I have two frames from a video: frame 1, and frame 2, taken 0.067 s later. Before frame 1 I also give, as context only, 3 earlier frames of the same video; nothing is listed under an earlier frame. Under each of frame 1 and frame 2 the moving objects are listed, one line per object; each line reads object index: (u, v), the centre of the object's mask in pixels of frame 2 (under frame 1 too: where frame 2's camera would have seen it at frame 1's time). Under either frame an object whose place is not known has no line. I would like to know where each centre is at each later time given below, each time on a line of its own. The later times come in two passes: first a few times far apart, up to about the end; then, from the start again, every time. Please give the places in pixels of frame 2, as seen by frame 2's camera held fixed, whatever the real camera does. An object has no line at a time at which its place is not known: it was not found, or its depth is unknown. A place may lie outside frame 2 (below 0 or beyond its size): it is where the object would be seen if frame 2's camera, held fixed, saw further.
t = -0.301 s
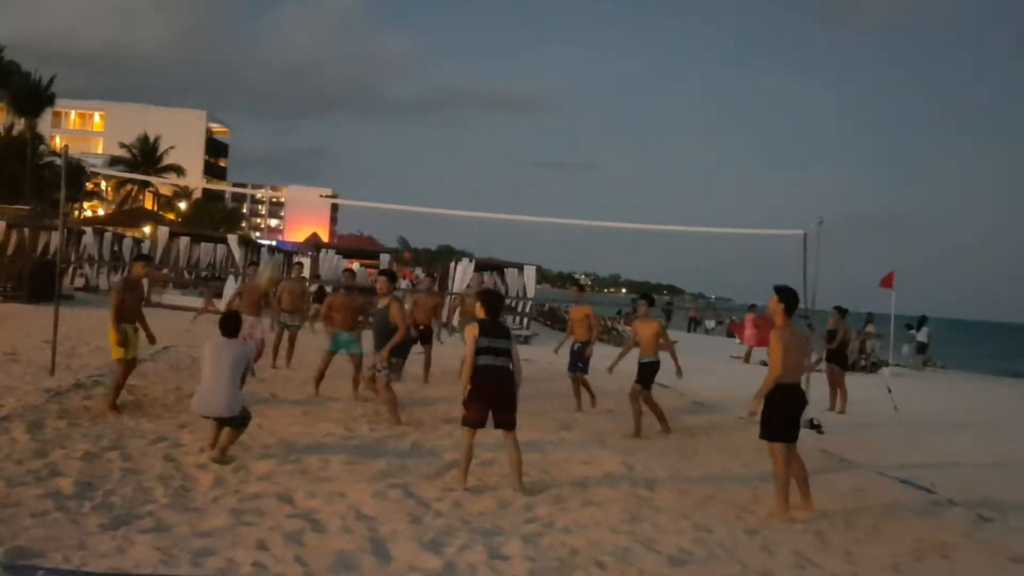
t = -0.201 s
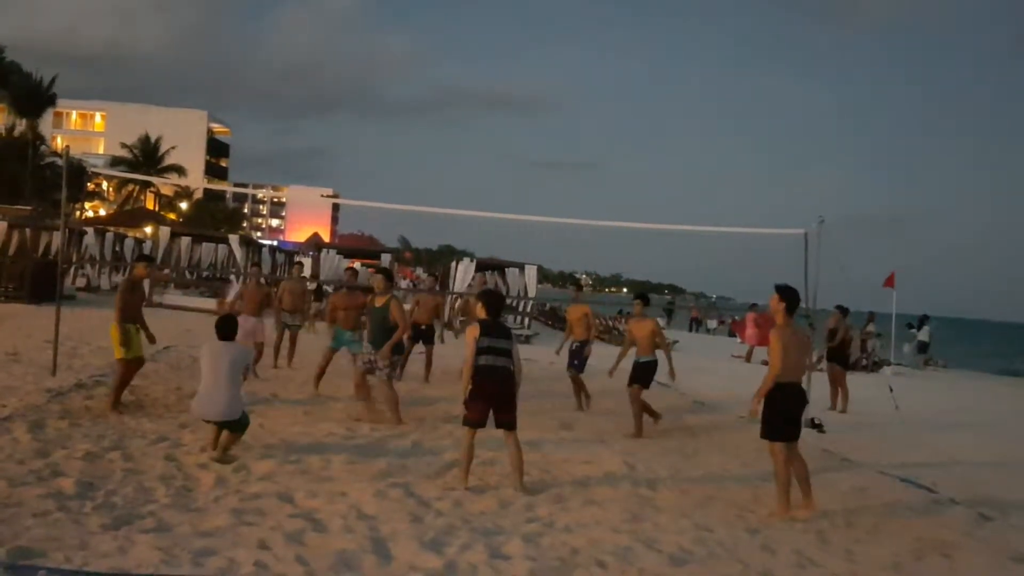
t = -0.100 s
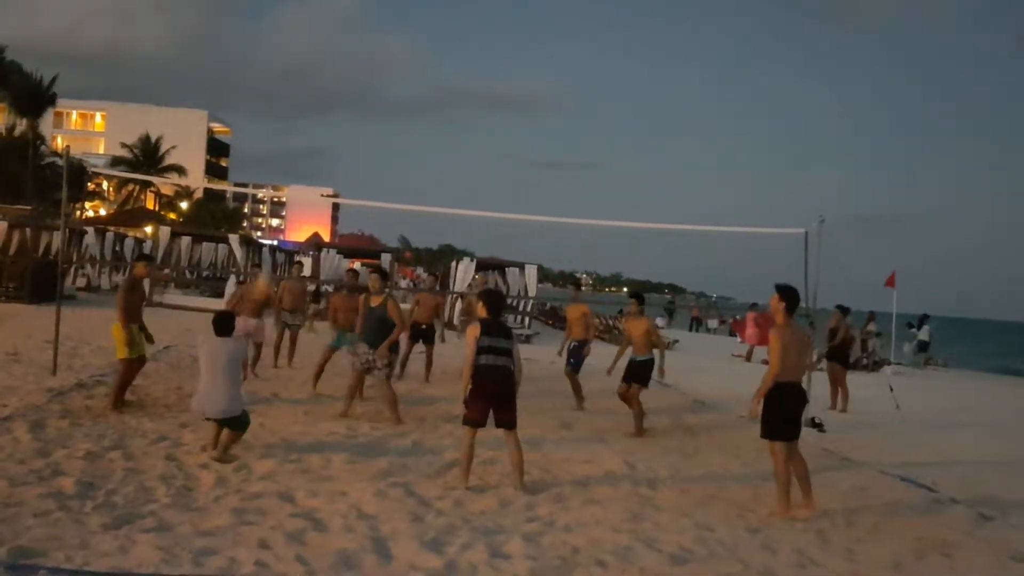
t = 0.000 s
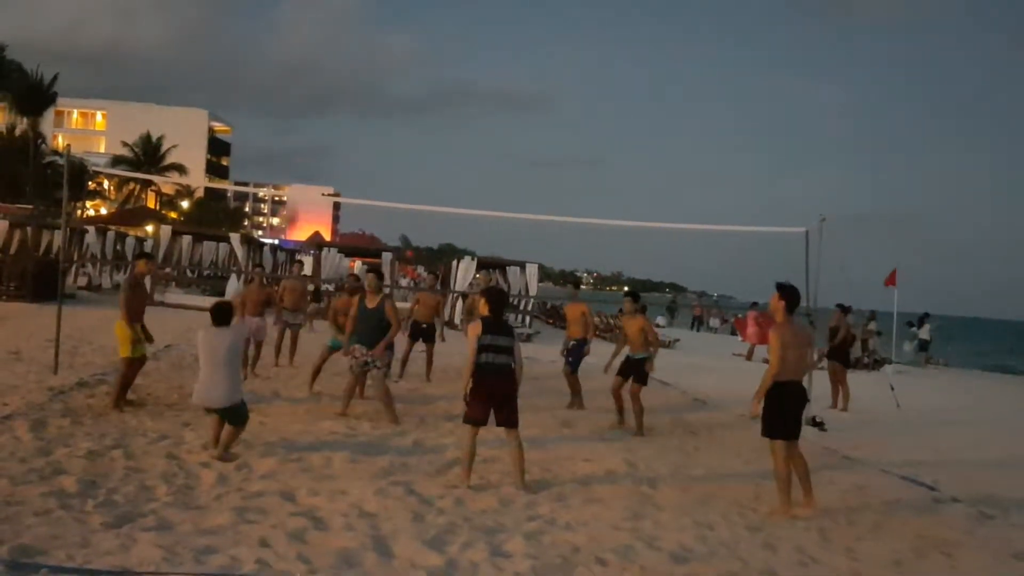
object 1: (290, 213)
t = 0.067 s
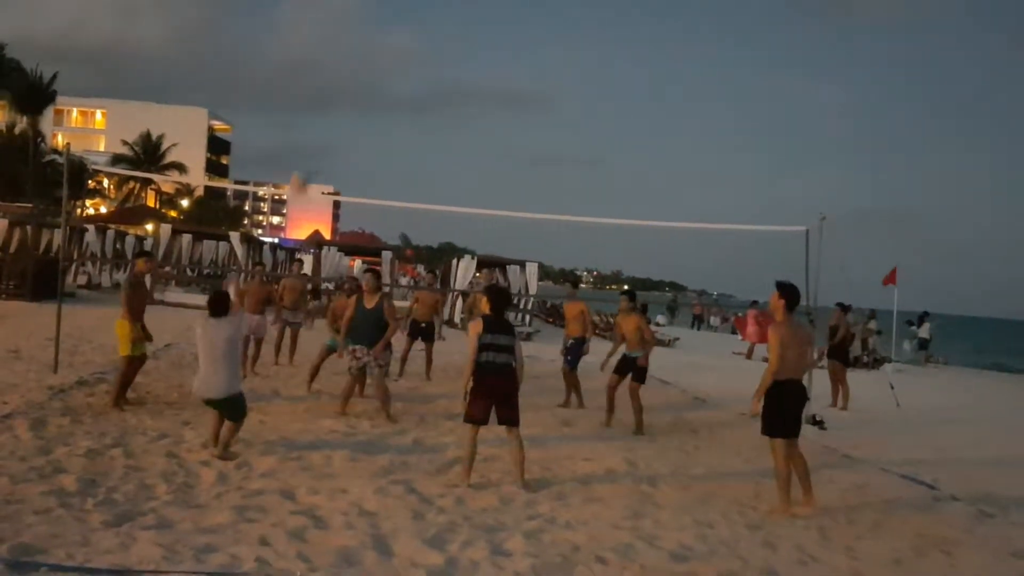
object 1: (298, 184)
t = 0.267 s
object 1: (333, 104)
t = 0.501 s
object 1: (370, 67)
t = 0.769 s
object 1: (401, 95)
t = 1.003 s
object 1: (425, 175)
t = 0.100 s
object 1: (305, 165)
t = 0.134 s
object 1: (311, 150)
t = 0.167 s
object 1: (317, 136)
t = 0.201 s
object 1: (324, 124)
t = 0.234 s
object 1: (329, 114)
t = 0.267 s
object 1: (333, 104)
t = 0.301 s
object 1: (339, 95)
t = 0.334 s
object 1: (346, 87)
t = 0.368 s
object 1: (350, 82)
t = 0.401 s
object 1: (355, 76)
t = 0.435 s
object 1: (360, 72)
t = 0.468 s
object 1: (366, 68)
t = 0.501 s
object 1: (370, 67)
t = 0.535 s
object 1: (375, 67)
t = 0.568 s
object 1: (379, 67)
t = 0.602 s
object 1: (383, 70)
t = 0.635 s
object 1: (388, 72)
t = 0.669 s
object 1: (391, 77)
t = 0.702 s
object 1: (396, 82)
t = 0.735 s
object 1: (399, 88)
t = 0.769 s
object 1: (401, 95)
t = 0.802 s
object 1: (406, 102)
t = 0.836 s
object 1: (409, 114)
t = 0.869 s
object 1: (414, 124)
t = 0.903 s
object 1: (416, 134)
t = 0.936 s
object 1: (418, 147)
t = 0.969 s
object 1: (421, 160)
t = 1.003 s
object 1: (425, 175)
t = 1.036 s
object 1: (426, 188)
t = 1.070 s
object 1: (429, 204)
